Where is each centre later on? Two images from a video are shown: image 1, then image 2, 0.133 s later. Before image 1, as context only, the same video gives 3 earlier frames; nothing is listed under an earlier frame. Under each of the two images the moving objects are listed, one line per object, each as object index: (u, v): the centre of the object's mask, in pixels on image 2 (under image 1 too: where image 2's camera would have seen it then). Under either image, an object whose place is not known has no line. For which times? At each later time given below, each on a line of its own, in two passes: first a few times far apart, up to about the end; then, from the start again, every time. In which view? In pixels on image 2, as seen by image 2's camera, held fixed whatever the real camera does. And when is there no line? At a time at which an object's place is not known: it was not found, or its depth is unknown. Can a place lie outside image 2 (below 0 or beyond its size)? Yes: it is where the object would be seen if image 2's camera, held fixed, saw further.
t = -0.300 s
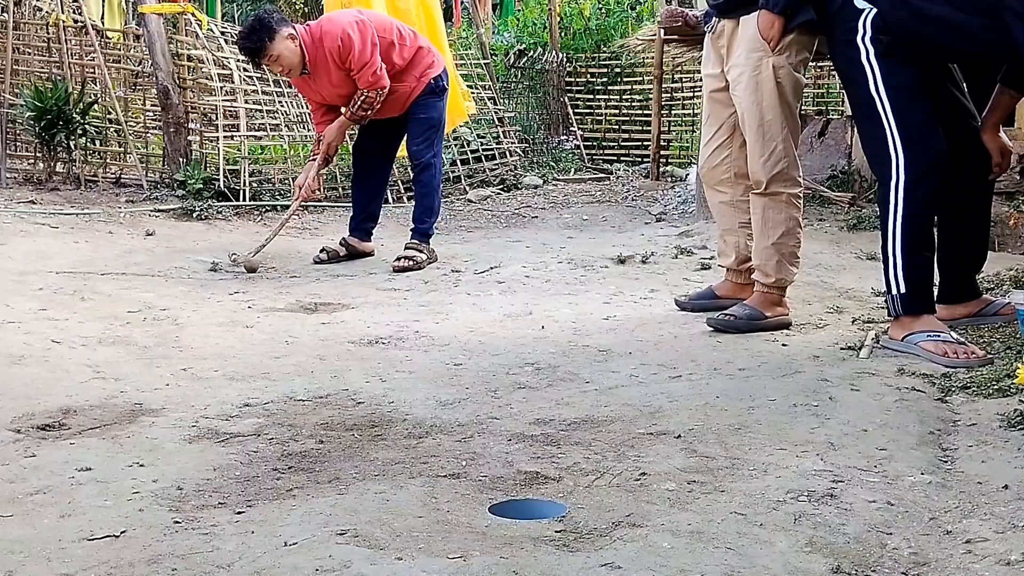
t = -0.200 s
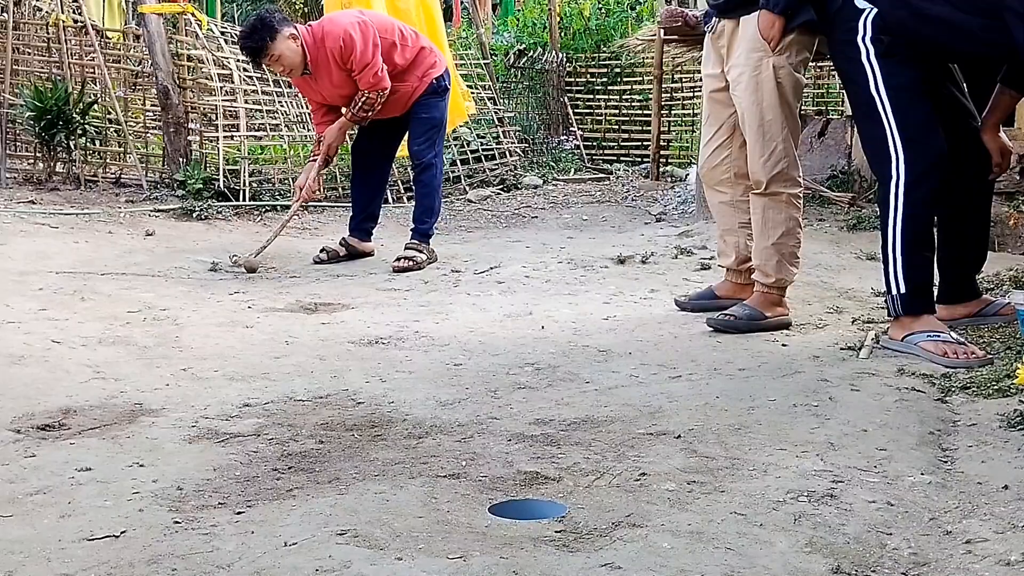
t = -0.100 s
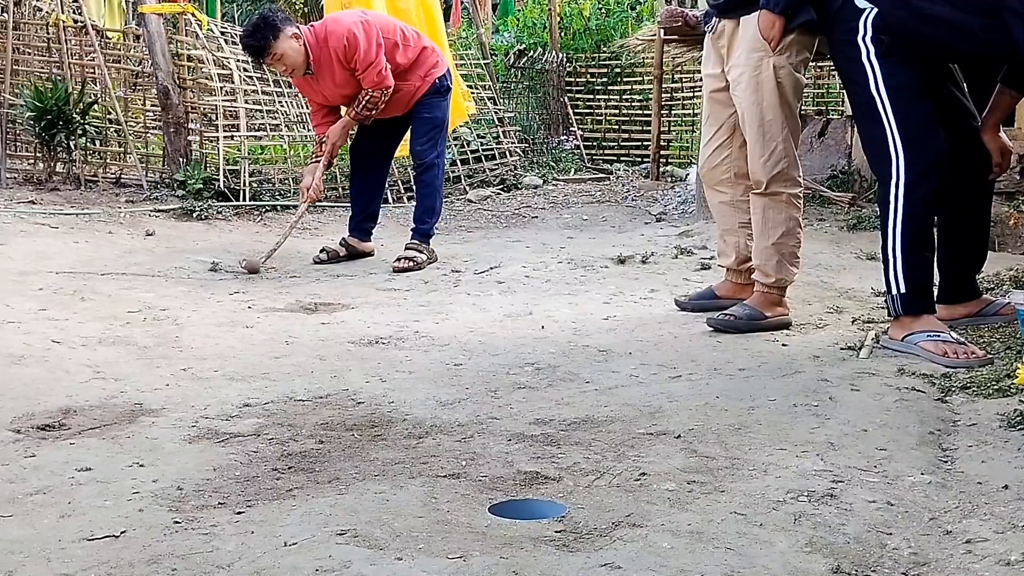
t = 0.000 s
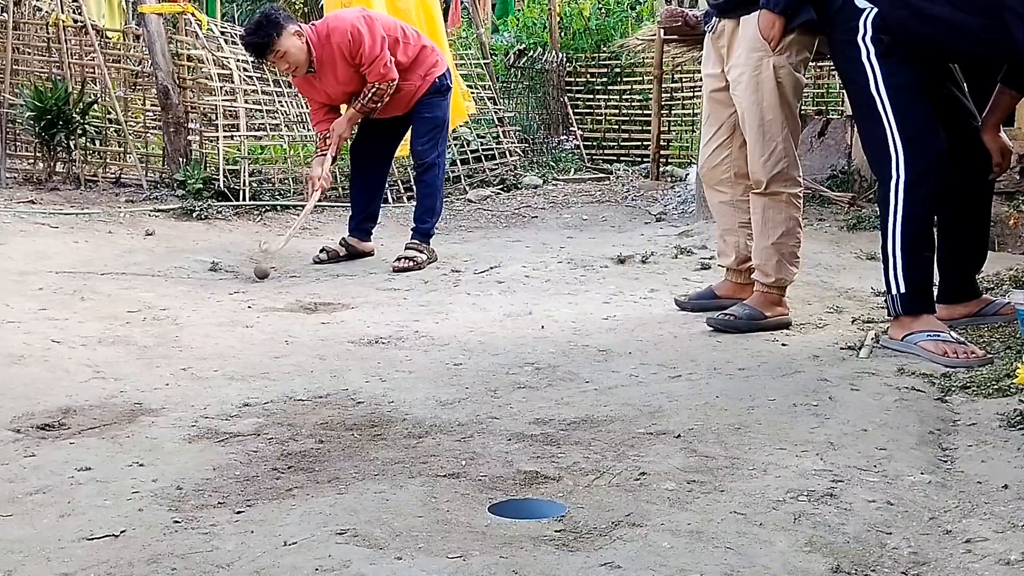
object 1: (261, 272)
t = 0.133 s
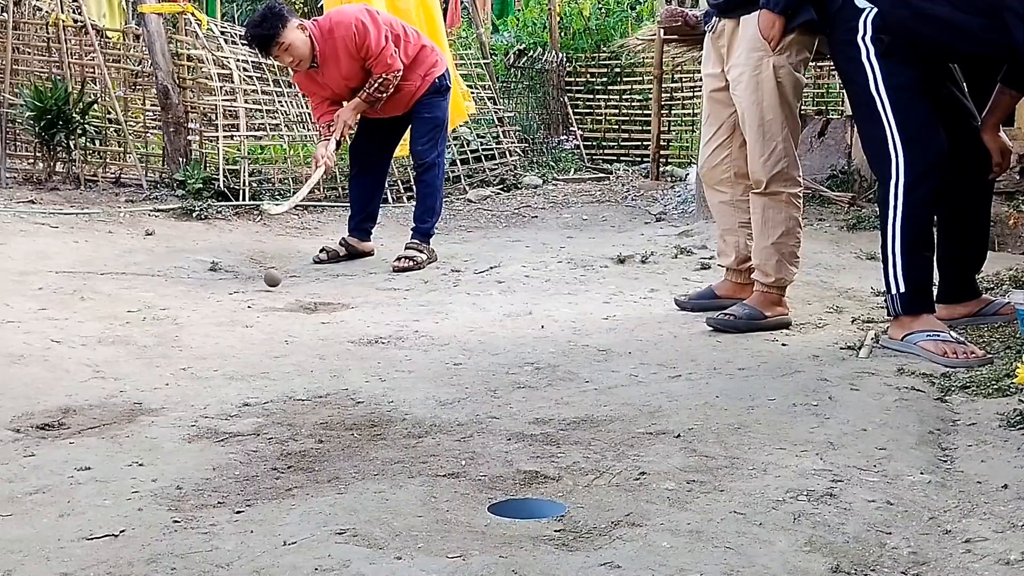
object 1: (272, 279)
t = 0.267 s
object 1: (282, 287)
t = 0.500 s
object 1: (309, 311)
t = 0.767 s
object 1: (335, 329)
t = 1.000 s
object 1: (354, 362)
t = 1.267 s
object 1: (376, 395)
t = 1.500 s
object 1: (393, 431)
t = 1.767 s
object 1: (424, 469)
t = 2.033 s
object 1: (490, 511)
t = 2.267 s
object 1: (572, 528)
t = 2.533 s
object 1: (662, 527)
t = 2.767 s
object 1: (722, 525)
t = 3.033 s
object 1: (749, 513)
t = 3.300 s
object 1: (747, 504)
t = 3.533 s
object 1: (749, 504)
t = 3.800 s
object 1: (752, 507)
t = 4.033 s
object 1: (750, 508)
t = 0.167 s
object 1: (275, 284)
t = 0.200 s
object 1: (277, 284)
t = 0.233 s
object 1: (280, 284)
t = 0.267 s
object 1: (282, 287)
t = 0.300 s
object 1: (285, 295)
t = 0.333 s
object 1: (288, 302)
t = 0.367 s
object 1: (292, 302)
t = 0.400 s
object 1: (296, 305)
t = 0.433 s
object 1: (300, 308)
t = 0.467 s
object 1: (305, 308)
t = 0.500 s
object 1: (309, 311)
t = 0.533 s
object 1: (314, 318)
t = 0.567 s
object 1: (317, 314)
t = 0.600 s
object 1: (321, 313)
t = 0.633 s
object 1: (325, 317)
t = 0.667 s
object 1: (329, 325)
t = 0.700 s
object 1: (331, 328)
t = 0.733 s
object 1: (334, 326)
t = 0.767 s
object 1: (335, 329)
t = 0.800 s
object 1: (338, 336)
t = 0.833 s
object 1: (340, 342)
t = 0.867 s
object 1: (342, 347)
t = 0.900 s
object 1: (344, 352)
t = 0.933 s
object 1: (347, 355)
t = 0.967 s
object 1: (351, 358)
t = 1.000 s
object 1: (354, 362)
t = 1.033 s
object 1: (358, 365)
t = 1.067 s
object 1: (362, 372)
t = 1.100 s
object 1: (364, 375)
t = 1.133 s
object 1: (367, 377)
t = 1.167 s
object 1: (369, 377)
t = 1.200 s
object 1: (371, 382)
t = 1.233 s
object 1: (374, 394)
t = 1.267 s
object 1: (376, 395)
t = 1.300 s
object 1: (377, 403)
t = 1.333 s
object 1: (380, 408)
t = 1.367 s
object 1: (382, 412)
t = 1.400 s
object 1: (385, 417)
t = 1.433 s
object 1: (388, 421)
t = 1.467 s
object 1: (391, 426)
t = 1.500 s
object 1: (393, 431)
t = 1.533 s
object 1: (397, 435)
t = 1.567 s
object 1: (401, 441)
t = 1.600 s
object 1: (405, 445)
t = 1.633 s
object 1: (407, 447)
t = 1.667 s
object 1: (411, 454)
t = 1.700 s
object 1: (414, 459)
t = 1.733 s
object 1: (419, 464)
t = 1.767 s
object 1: (424, 469)
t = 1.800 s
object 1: (429, 476)
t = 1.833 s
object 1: (436, 481)
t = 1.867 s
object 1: (444, 487)
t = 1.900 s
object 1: (452, 491)
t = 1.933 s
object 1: (461, 498)
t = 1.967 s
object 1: (471, 502)
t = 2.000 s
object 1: (480, 507)
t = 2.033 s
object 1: (490, 511)
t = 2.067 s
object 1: (500, 513)
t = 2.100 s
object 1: (511, 515)
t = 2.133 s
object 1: (524, 517)
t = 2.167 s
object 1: (535, 518)
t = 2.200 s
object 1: (546, 519)
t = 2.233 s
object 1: (559, 524)
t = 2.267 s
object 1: (572, 528)
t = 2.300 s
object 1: (585, 528)
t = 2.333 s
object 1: (599, 528)
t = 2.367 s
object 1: (610, 526)
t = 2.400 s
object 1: (621, 526)
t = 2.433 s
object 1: (631, 526)
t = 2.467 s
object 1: (642, 527)
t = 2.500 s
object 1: (652, 528)
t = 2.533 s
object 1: (662, 527)
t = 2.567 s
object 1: (671, 528)
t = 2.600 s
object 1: (681, 527)
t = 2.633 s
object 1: (690, 526)
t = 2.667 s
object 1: (698, 527)
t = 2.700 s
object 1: (707, 526)
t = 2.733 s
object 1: (715, 526)
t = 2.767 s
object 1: (722, 525)
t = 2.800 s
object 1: (728, 524)
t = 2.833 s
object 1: (733, 523)
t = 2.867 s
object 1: (737, 521)
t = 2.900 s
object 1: (741, 520)
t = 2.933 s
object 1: (744, 519)
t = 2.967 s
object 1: (746, 517)
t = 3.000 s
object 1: (748, 515)
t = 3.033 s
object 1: (749, 513)
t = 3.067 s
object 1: (750, 511)
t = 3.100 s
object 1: (749, 510)
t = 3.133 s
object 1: (749, 508)
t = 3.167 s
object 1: (748, 507)
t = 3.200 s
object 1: (747, 507)
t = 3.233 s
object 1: (747, 506)
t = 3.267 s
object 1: (747, 505)
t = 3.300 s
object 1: (747, 504)
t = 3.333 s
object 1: (748, 504)
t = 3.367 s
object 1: (749, 503)
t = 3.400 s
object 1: (750, 503)
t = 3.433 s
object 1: (750, 503)
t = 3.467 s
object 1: (749, 503)
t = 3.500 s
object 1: (749, 503)
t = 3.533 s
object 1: (749, 504)
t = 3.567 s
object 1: (749, 504)
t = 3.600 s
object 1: (749, 504)
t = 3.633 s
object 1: (749, 505)
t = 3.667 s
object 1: (750, 506)
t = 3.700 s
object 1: (751, 506)
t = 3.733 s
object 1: (751, 506)
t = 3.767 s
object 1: (752, 507)
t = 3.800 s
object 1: (752, 507)
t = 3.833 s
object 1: (752, 507)
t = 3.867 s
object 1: (751, 507)
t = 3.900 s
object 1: (750, 507)
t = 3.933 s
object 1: (750, 507)
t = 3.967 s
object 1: (750, 507)
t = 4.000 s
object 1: (750, 507)
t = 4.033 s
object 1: (750, 508)
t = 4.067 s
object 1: (750, 508)
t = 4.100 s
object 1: (750, 508)
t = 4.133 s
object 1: (750, 508)
